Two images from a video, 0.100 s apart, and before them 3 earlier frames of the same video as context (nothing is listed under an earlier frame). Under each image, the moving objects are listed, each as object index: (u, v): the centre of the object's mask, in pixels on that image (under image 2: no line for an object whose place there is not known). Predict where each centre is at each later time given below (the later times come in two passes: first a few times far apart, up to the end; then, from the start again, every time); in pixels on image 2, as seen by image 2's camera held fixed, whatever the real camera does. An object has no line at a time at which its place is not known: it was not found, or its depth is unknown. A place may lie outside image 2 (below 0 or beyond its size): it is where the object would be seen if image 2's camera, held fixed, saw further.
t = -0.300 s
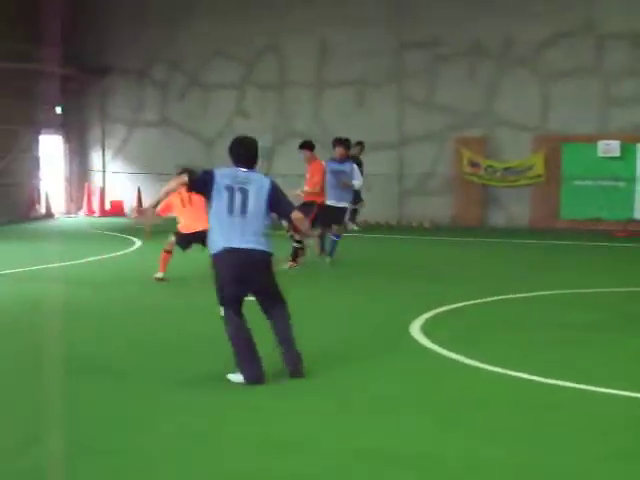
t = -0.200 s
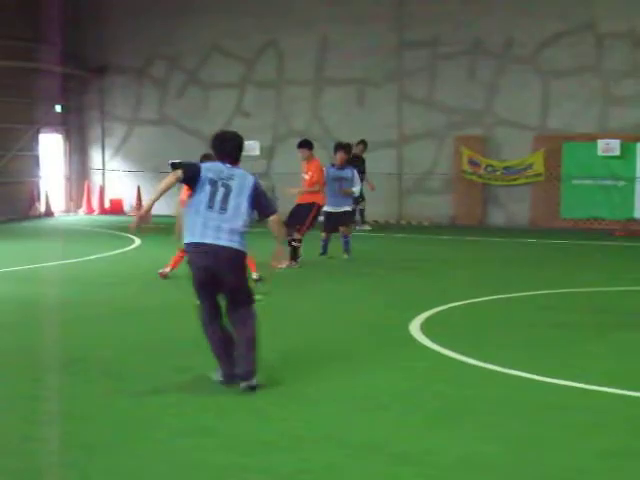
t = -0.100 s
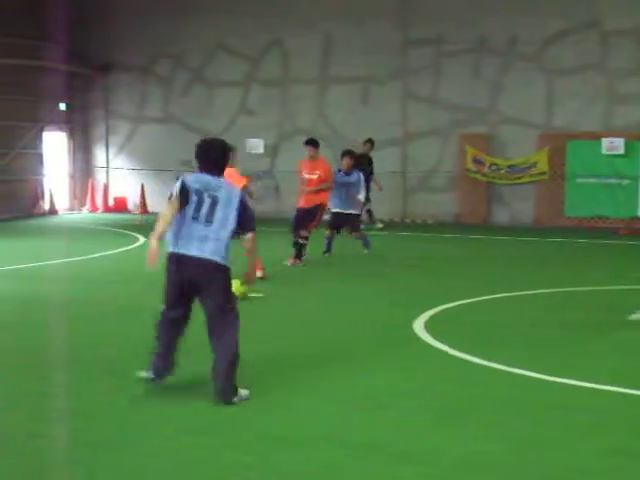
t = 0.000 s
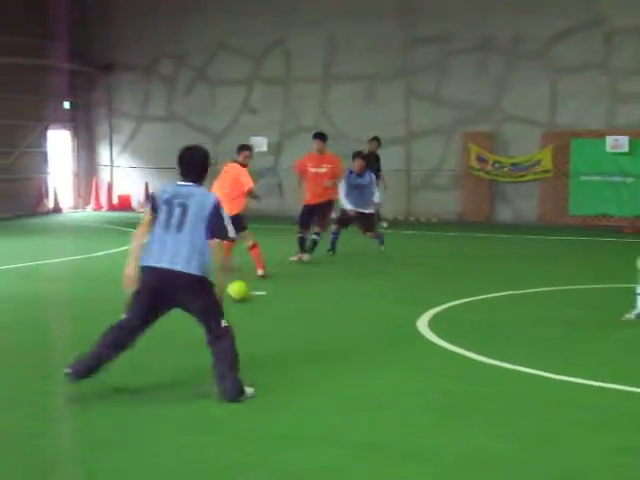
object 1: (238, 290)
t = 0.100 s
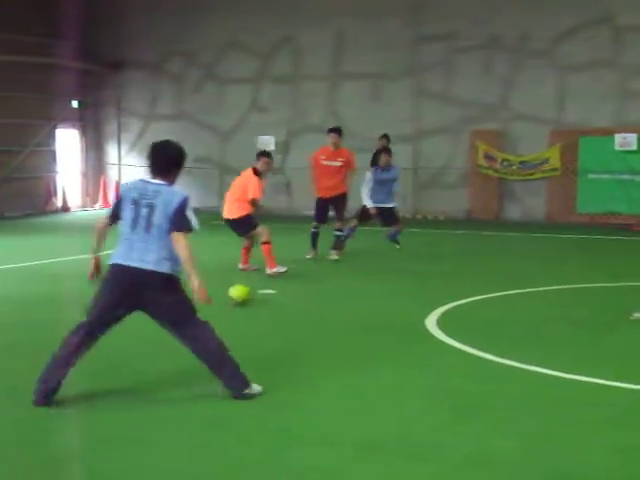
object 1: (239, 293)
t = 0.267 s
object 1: (228, 305)
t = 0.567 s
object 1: (203, 328)
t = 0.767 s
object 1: (183, 349)
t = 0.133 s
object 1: (234, 297)
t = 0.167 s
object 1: (232, 298)
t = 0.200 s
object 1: (231, 302)
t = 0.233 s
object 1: (229, 302)
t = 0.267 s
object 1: (228, 305)
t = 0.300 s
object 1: (222, 307)
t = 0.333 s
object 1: (221, 310)
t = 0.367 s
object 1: (219, 311)
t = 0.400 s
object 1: (217, 314)
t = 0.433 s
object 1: (213, 317)
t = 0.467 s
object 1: (212, 321)
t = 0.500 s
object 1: (209, 322)
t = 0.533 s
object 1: (206, 325)
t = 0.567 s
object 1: (203, 328)
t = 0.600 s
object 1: (198, 332)
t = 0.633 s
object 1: (196, 334)
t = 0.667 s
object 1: (193, 339)
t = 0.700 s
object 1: (191, 342)
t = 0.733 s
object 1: (187, 346)
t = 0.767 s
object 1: (183, 349)
